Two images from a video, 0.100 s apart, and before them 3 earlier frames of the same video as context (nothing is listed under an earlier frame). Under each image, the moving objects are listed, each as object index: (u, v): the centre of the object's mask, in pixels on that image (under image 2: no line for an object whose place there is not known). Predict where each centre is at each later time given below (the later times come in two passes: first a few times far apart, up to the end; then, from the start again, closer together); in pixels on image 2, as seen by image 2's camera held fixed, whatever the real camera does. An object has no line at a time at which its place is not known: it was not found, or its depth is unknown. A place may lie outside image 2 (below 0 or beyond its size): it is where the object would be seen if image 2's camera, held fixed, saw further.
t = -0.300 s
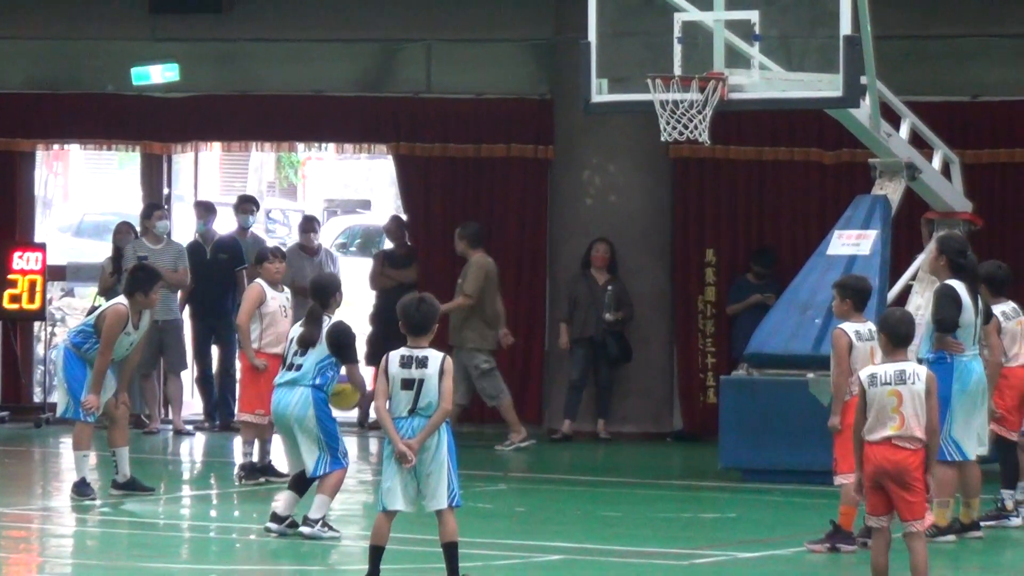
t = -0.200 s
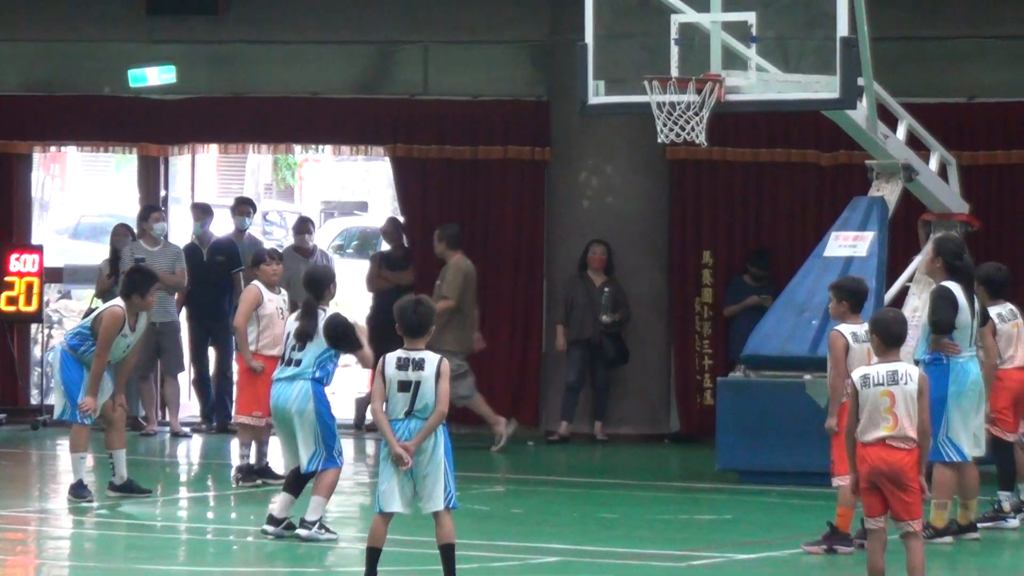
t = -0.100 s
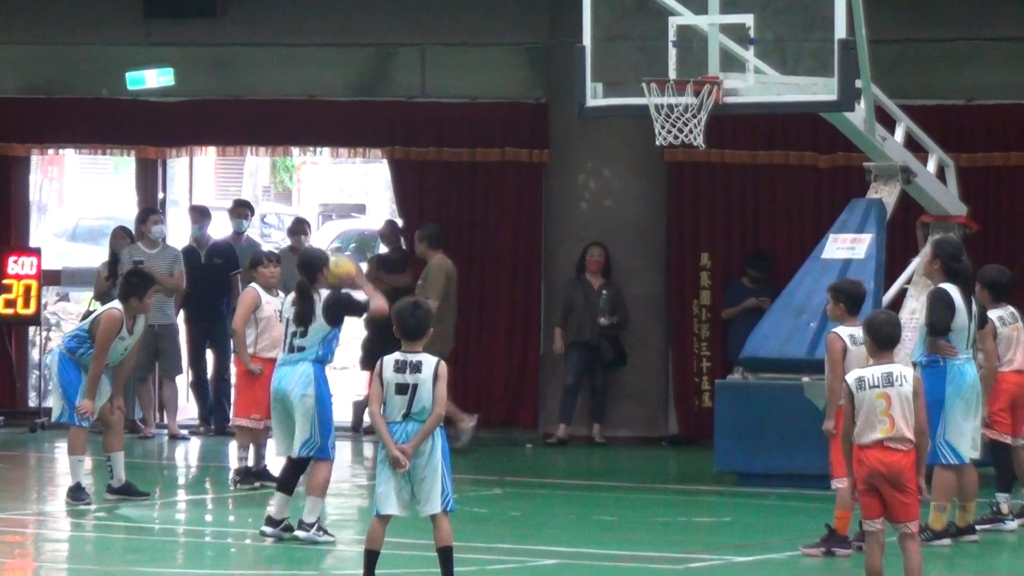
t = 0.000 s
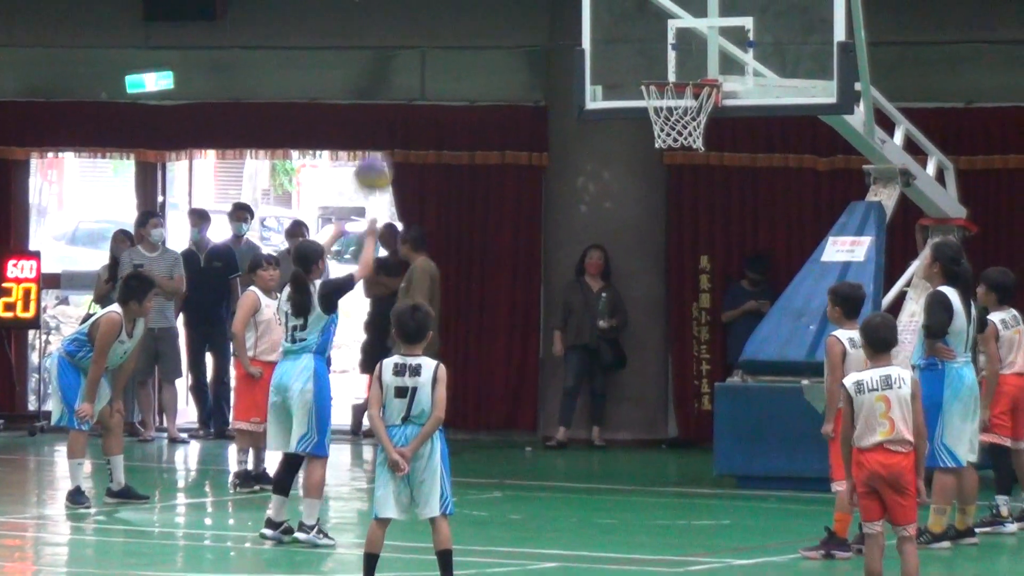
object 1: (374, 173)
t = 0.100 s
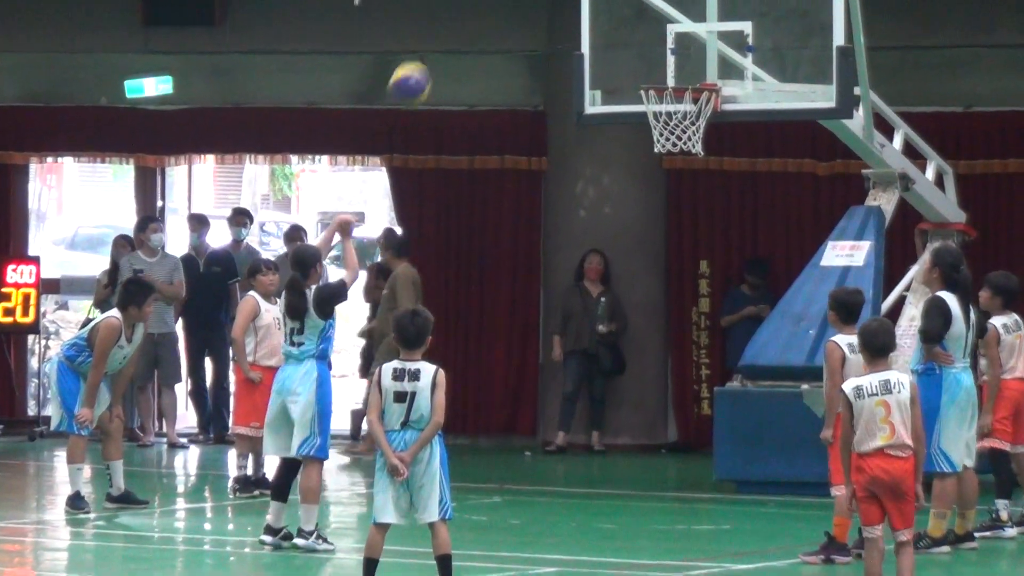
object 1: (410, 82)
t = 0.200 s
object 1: (445, 8)
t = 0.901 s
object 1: (668, -11)
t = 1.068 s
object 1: (691, 69)
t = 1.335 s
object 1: (645, 146)
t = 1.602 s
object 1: (611, 274)
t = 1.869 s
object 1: (574, 485)
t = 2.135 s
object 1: (573, 299)
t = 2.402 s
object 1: (571, 229)
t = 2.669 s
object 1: (568, 273)
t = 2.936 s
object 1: (564, 433)
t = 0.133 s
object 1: (422, 55)
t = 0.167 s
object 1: (434, 31)
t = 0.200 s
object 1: (445, 8)
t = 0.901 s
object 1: (668, -11)
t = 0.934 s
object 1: (679, -4)
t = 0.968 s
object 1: (687, 12)
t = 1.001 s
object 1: (697, 34)
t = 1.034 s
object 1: (698, 53)
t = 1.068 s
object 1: (691, 69)
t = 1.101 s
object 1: (685, 78)
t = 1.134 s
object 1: (676, 105)
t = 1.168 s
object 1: (664, 121)
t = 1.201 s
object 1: (662, 128)
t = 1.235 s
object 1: (658, 130)
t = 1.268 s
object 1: (653, 134)
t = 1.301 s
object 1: (649, 140)
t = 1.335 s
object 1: (645, 146)
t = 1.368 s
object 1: (640, 154)
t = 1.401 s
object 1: (636, 167)
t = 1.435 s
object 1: (633, 180)
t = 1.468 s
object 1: (629, 195)
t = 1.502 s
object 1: (624, 211)
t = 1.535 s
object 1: (618, 230)
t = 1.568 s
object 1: (615, 251)
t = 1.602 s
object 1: (611, 274)
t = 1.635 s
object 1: (606, 300)
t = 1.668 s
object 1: (601, 326)
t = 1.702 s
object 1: (597, 353)
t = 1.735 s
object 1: (592, 381)
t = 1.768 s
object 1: (587, 413)
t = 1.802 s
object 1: (582, 445)
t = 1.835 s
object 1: (578, 483)
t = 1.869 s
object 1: (574, 485)
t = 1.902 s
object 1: (576, 455)
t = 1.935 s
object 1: (575, 430)
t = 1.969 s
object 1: (575, 404)
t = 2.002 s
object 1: (574, 380)
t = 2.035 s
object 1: (574, 358)
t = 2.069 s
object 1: (573, 336)
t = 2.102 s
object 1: (573, 320)
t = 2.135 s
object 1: (573, 299)
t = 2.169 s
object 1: (572, 284)
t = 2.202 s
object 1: (572, 272)
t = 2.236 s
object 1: (572, 261)
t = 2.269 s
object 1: (572, 251)
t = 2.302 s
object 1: (572, 243)
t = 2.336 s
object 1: (572, 237)
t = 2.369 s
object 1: (571, 232)
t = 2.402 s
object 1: (571, 229)
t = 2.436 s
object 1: (571, 228)
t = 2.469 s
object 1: (570, 229)
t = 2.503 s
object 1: (570, 232)
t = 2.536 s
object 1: (569, 236)
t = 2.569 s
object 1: (569, 242)
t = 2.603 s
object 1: (568, 250)
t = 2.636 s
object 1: (568, 260)
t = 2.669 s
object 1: (568, 273)
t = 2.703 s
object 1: (567, 286)
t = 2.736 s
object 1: (567, 302)
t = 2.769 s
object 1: (567, 320)
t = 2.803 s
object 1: (566, 339)
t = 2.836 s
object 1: (567, 357)
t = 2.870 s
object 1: (565, 382)
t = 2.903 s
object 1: (566, 405)
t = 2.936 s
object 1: (564, 433)
